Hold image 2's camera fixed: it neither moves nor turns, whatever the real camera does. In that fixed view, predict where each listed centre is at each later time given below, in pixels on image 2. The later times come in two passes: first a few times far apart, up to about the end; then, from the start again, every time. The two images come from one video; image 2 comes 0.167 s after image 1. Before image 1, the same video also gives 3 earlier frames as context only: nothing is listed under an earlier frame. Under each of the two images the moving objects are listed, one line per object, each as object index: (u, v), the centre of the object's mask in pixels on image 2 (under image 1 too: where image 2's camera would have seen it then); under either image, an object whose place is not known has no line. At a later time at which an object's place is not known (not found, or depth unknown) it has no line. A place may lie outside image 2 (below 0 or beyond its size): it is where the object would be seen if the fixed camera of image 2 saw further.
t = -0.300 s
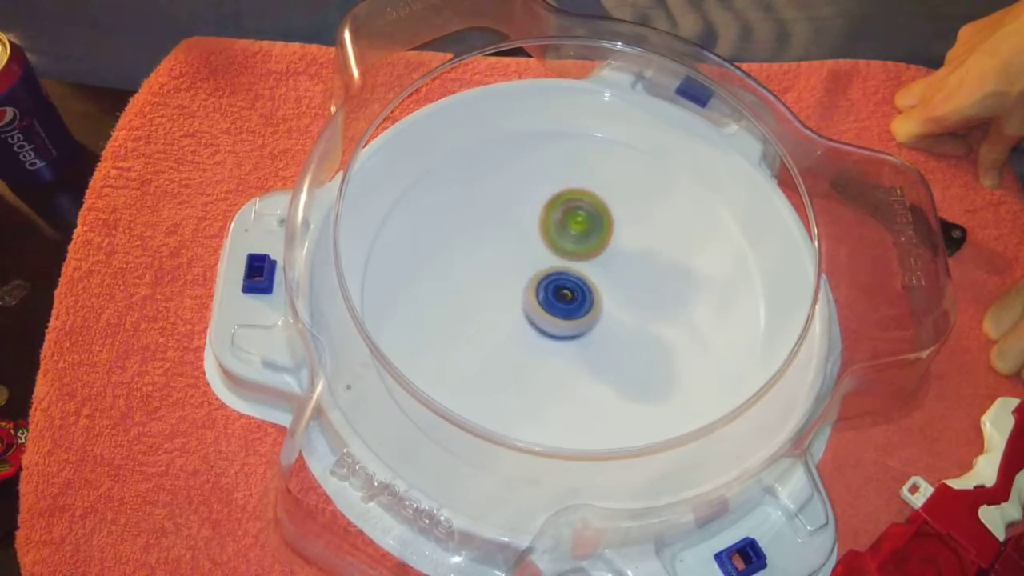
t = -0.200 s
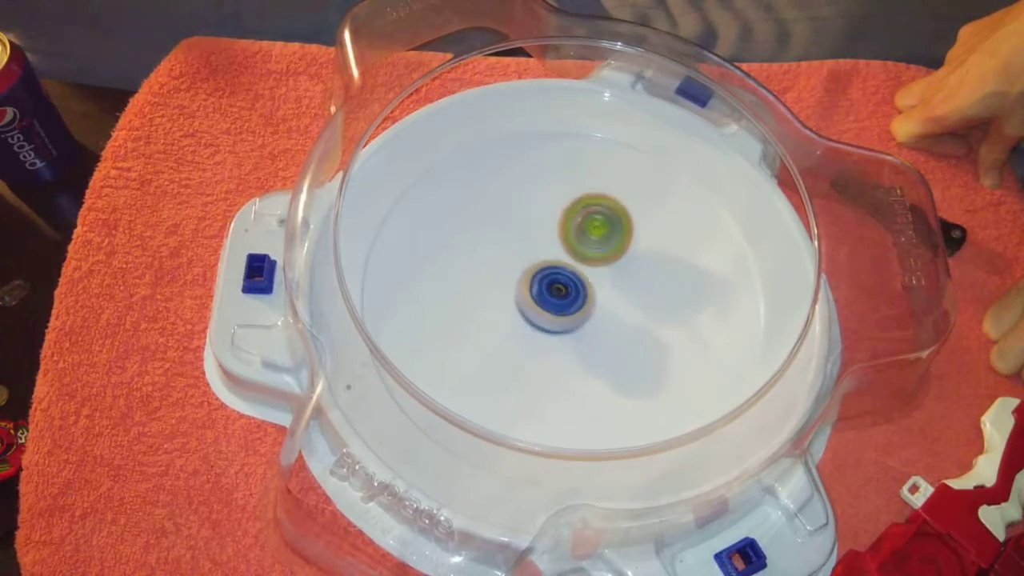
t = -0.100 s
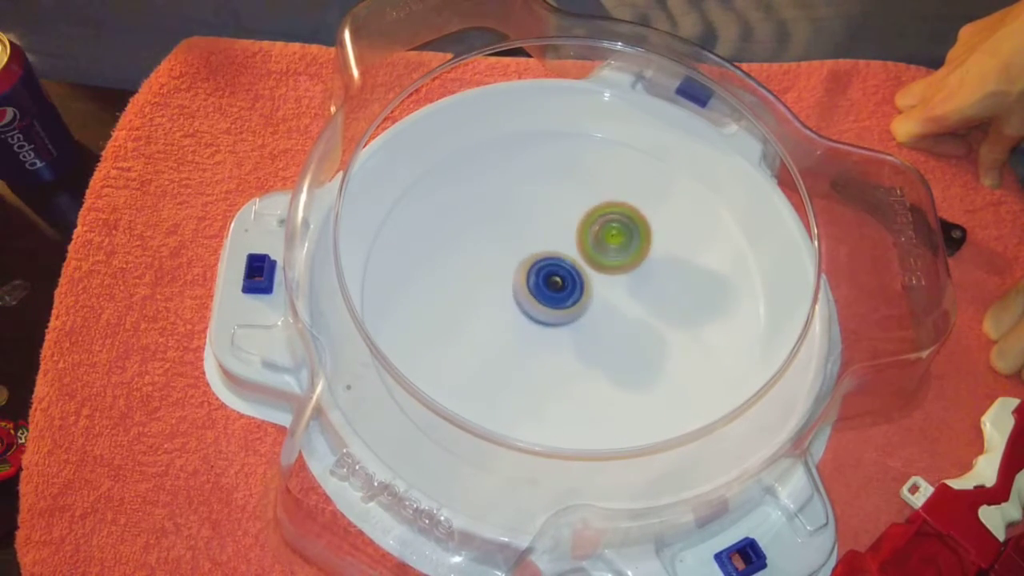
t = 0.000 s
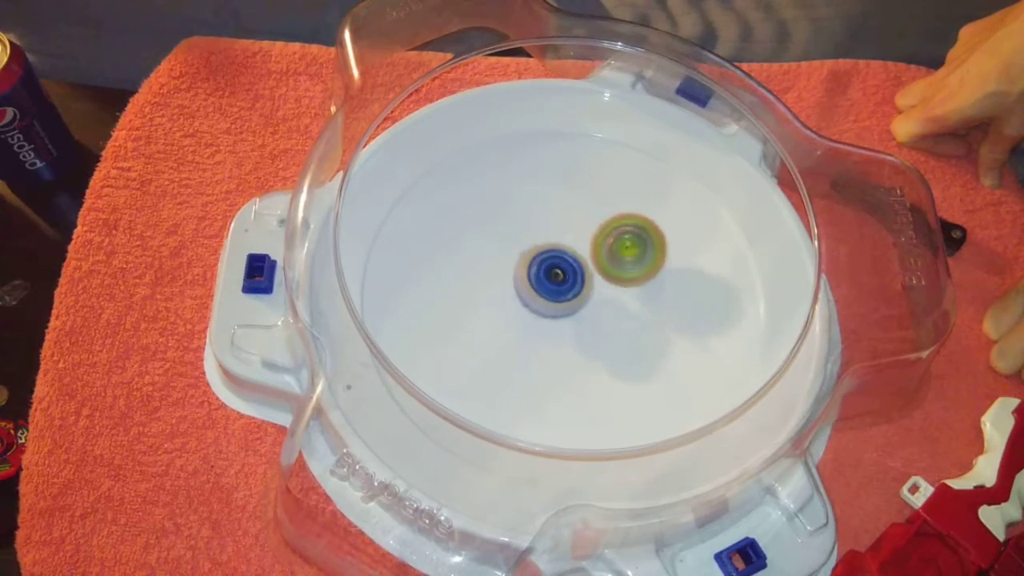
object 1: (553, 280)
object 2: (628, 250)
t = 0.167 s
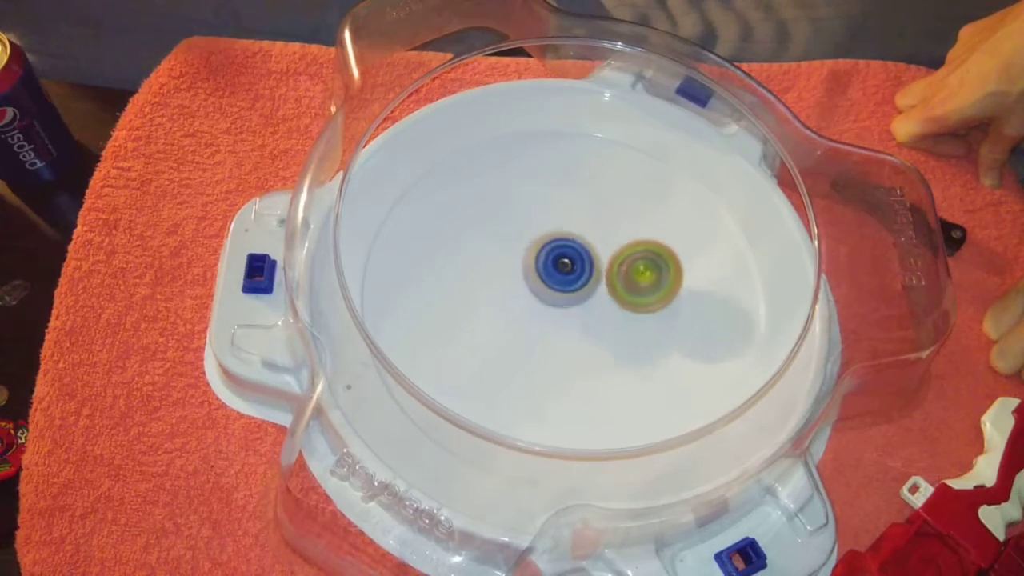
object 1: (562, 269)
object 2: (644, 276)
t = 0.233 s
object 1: (566, 266)
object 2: (648, 288)
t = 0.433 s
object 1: (582, 268)
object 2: (640, 322)
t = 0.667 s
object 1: (591, 278)
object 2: (609, 350)
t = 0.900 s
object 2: (562, 354)
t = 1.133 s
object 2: (511, 340)
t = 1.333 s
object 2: (494, 303)
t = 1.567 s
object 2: (500, 250)
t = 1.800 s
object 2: (532, 221)
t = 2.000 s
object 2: (581, 226)
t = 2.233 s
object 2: (628, 246)
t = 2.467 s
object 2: (652, 289)
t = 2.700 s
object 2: (634, 332)
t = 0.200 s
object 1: (564, 267)
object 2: (646, 282)
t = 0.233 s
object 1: (566, 266)
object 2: (648, 288)
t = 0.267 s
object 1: (569, 265)
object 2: (649, 294)
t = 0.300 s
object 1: (571, 265)
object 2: (649, 301)
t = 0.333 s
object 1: (574, 265)
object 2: (648, 307)
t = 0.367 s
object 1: (577, 266)
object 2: (646, 312)
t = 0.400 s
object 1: (580, 267)
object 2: (643, 317)
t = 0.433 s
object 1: (582, 268)
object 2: (640, 322)
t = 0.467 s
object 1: (584, 268)
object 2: (637, 327)
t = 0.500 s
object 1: (586, 269)
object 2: (634, 332)
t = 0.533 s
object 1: (589, 270)
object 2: (631, 336)
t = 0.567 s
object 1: (590, 272)
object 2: (627, 340)
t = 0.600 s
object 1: (591, 274)
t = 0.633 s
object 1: (591, 276)
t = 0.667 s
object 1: (591, 278)
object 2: (609, 350)
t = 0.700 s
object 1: (591, 279)
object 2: (603, 353)
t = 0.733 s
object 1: (591, 281)
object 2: (597, 354)
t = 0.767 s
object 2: (590, 355)
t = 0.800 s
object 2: (583, 356)
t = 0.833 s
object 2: (576, 356)
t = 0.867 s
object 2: (569, 355)
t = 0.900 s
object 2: (562, 354)
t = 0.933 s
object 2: (555, 352)
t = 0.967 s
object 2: (546, 353)
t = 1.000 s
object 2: (537, 352)
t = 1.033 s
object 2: (530, 351)
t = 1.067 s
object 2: (523, 348)
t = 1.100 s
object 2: (517, 344)
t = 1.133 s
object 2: (511, 340)
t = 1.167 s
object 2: (506, 334)
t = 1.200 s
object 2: (501, 329)
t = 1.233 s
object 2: (498, 323)
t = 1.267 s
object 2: (496, 317)
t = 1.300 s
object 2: (494, 310)
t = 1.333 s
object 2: (494, 303)
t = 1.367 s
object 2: (494, 295)
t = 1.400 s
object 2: (495, 288)
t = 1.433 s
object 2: (496, 280)
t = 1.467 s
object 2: (498, 272)
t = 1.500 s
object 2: (501, 265)
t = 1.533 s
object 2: (503, 258)
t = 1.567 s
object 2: (500, 250)
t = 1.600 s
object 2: (500, 243)
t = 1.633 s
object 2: (503, 238)
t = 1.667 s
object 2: (507, 233)
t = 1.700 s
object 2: (512, 228)
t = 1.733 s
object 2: (518, 225)
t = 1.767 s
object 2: (525, 223)
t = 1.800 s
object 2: (532, 221)
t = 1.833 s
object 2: (540, 221)
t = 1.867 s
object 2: (549, 221)
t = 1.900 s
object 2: (557, 222)
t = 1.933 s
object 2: (565, 223)
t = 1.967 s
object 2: (573, 225)
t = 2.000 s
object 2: (581, 226)
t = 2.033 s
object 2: (588, 226)
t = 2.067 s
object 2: (595, 227)
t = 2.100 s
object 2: (603, 229)
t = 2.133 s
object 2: (610, 232)
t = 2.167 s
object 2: (616, 236)
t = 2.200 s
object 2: (622, 240)
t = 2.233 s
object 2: (628, 246)
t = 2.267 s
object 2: (633, 251)
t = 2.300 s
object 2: (638, 257)
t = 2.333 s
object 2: (643, 263)
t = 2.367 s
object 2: (646, 269)
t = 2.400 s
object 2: (649, 275)
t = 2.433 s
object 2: (651, 282)
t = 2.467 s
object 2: (652, 289)
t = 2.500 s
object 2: (653, 296)
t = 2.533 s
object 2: (652, 303)
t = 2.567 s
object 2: (651, 309)
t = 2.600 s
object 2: (648, 315)
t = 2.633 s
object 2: (644, 321)
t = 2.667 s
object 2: (639, 327)
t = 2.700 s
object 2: (634, 332)
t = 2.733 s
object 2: (627, 336)
